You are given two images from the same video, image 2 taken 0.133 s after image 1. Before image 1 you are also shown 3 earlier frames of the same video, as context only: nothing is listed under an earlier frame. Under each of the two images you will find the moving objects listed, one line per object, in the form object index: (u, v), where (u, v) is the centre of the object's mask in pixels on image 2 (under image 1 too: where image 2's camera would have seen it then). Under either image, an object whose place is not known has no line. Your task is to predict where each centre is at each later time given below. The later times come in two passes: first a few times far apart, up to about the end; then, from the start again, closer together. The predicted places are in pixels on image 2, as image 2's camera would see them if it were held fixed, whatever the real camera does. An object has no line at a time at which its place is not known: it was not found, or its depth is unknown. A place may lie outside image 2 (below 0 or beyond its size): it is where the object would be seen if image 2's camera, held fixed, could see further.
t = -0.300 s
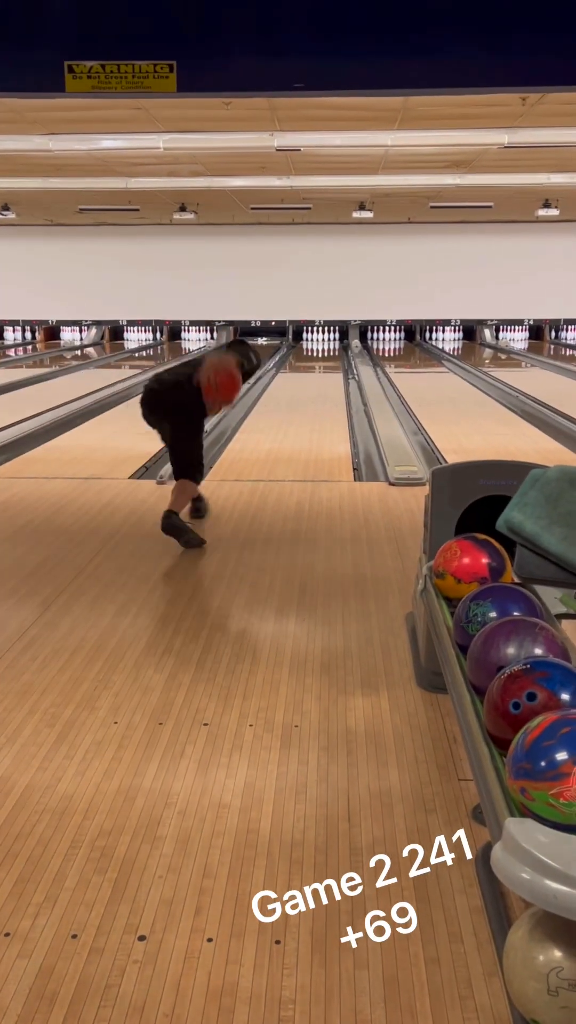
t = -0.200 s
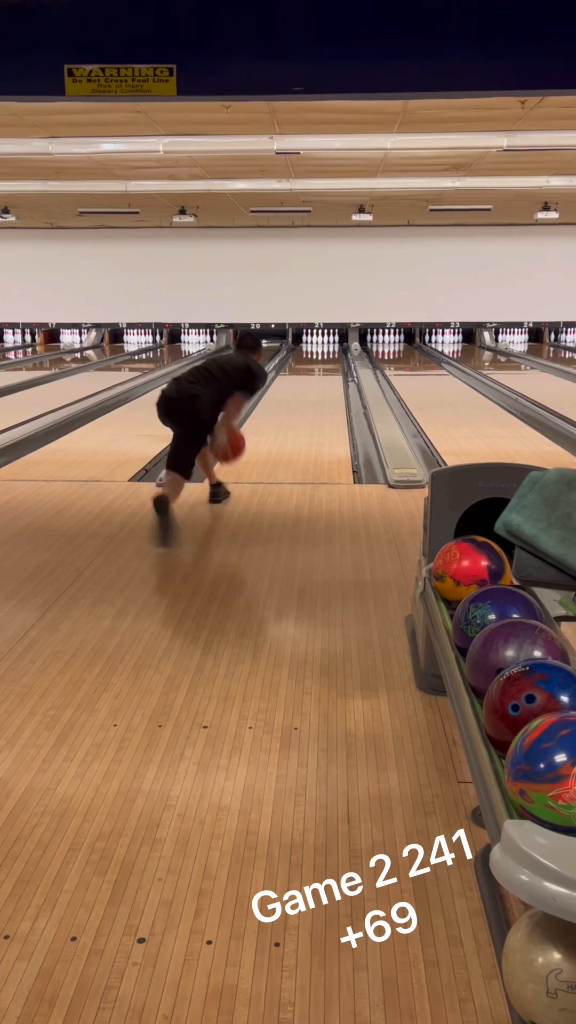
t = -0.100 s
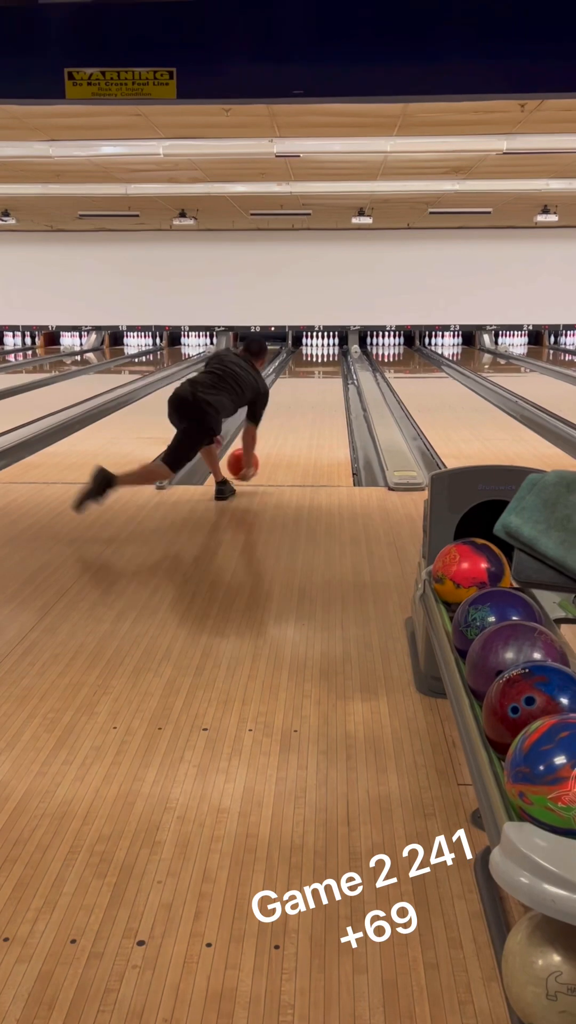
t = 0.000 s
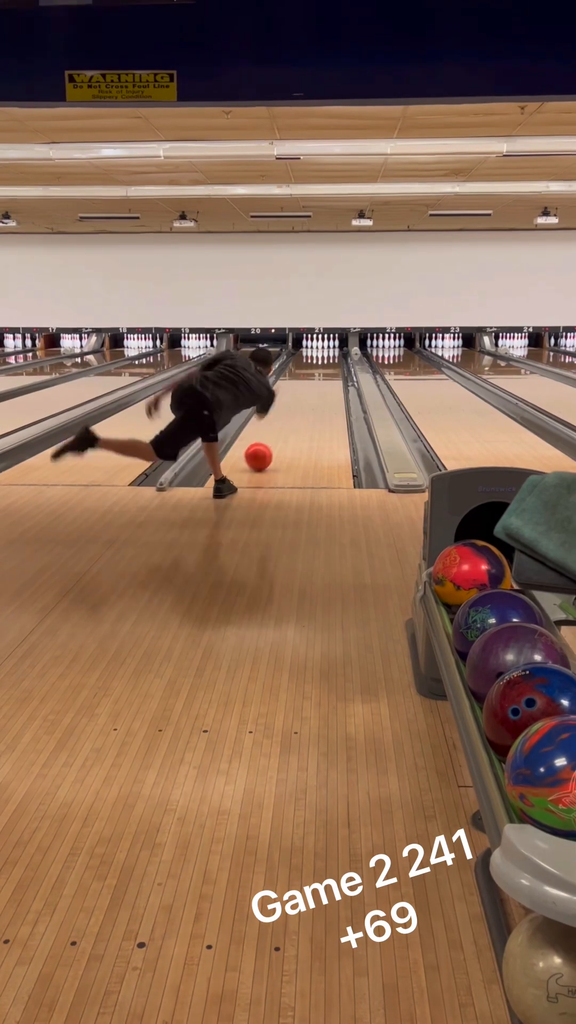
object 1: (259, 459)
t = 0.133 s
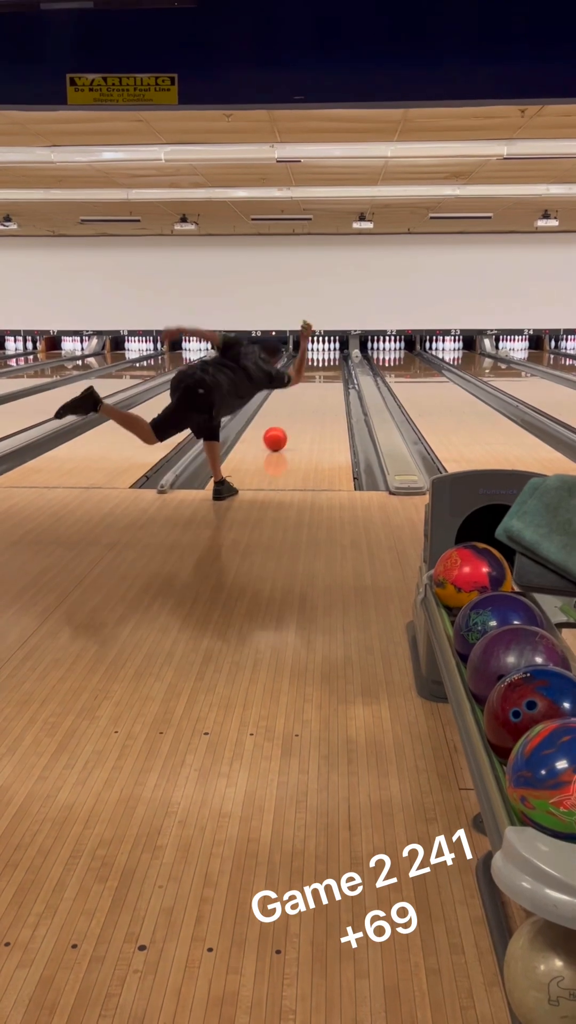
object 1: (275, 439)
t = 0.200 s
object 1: (282, 430)
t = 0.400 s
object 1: (296, 410)
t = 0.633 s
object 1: (308, 394)
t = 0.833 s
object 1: (316, 383)
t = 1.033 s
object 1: (321, 376)
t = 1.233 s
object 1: (325, 369)
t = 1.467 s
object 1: (329, 363)
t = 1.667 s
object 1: (330, 358)
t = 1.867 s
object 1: (330, 355)
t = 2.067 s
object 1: (328, 351)
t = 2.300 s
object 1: (324, 355)
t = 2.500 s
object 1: (324, 350)
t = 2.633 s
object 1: (324, 348)
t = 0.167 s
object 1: (278, 434)
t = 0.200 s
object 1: (282, 430)
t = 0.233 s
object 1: (285, 426)
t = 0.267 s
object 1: (287, 423)
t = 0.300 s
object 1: (290, 419)
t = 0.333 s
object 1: (292, 416)
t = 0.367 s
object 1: (294, 414)
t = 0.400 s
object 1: (296, 410)
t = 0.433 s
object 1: (298, 407)
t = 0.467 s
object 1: (300, 405)
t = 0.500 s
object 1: (301, 404)
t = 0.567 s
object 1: (305, 398)
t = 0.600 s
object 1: (307, 396)
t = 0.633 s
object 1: (308, 394)
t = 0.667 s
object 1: (310, 392)
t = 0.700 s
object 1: (311, 390)
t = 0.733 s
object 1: (312, 389)
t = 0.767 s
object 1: (314, 387)
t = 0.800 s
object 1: (315, 385)
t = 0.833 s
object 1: (316, 383)
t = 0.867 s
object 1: (317, 382)
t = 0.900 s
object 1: (318, 380)
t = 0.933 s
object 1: (319, 379)
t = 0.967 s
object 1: (319, 378)
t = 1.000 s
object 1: (321, 377)
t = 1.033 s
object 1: (321, 376)
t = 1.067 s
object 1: (322, 374)
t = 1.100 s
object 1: (322, 373)
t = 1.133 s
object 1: (323, 372)
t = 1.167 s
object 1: (324, 371)
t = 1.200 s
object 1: (325, 370)
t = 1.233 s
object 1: (325, 369)
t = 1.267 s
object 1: (326, 368)
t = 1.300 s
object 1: (327, 366)
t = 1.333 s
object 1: (327, 365)
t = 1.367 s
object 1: (328, 365)
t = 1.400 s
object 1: (328, 364)
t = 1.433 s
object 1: (328, 363)
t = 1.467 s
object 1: (329, 363)
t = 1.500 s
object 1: (330, 361)
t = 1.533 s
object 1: (328, 364)
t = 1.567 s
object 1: (330, 360)
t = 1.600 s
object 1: (330, 359)
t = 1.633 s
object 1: (330, 359)
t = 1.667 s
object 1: (330, 358)
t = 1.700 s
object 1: (330, 358)
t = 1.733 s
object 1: (331, 357)
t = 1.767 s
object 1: (331, 356)
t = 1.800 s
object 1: (331, 355)
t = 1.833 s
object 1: (330, 355)
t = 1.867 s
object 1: (330, 355)
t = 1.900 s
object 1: (330, 354)
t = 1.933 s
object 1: (330, 354)
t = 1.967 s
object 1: (329, 353)
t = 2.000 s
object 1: (329, 352)
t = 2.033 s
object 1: (329, 352)
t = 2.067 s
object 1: (328, 351)
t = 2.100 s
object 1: (327, 351)
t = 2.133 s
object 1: (327, 350)
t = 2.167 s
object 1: (326, 350)
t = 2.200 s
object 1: (326, 353)
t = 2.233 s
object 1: (324, 355)
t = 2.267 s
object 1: (324, 355)
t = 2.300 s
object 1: (324, 355)
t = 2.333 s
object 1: (323, 356)
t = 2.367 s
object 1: (323, 355)
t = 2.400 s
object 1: (323, 354)
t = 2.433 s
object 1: (325, 349)
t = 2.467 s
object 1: (323, 352)
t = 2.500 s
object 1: (324, 350)
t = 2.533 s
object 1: (325, 349)
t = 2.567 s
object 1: (324, 348)
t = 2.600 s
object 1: (325, 348)
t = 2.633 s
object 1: (324, 348)
